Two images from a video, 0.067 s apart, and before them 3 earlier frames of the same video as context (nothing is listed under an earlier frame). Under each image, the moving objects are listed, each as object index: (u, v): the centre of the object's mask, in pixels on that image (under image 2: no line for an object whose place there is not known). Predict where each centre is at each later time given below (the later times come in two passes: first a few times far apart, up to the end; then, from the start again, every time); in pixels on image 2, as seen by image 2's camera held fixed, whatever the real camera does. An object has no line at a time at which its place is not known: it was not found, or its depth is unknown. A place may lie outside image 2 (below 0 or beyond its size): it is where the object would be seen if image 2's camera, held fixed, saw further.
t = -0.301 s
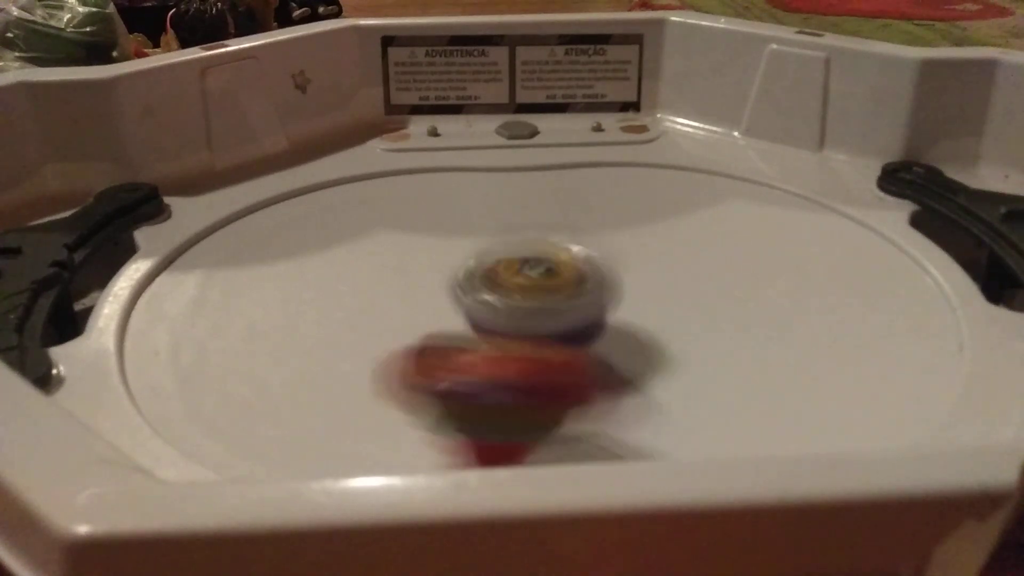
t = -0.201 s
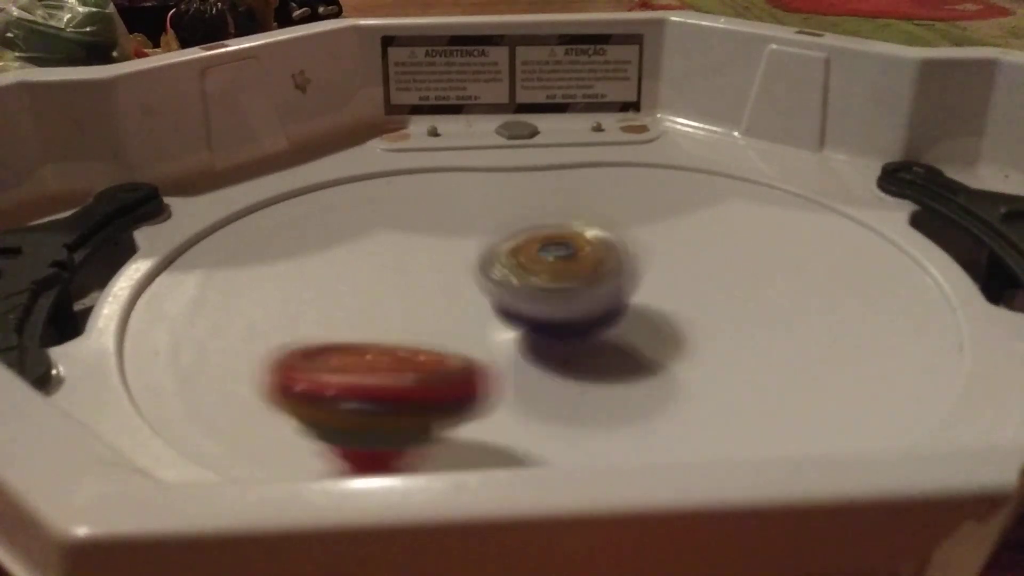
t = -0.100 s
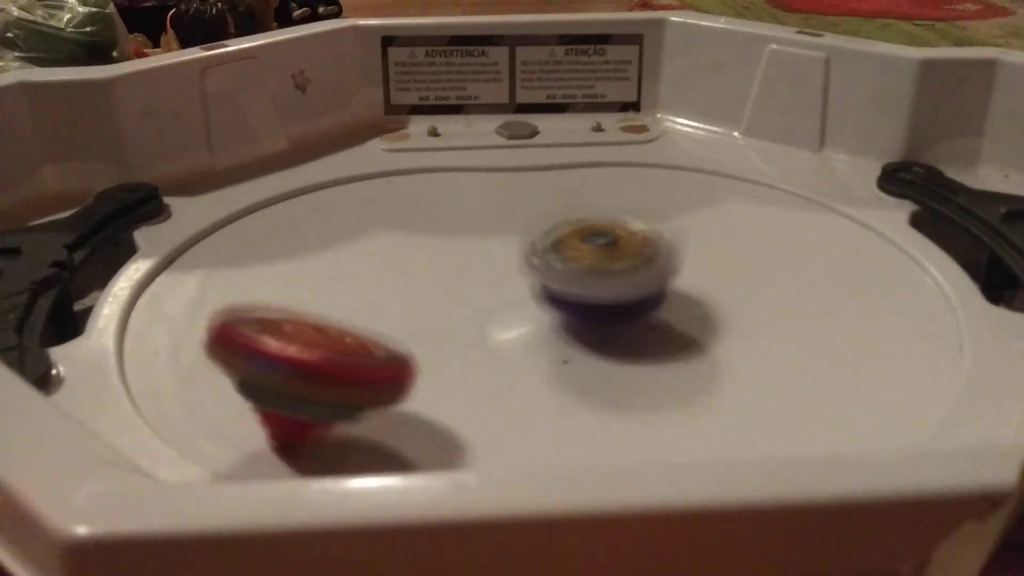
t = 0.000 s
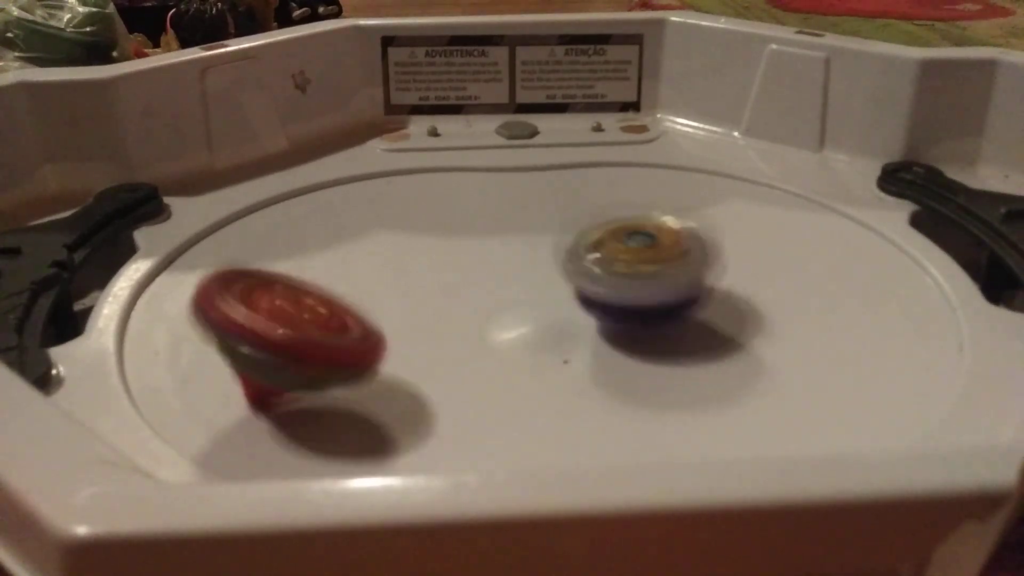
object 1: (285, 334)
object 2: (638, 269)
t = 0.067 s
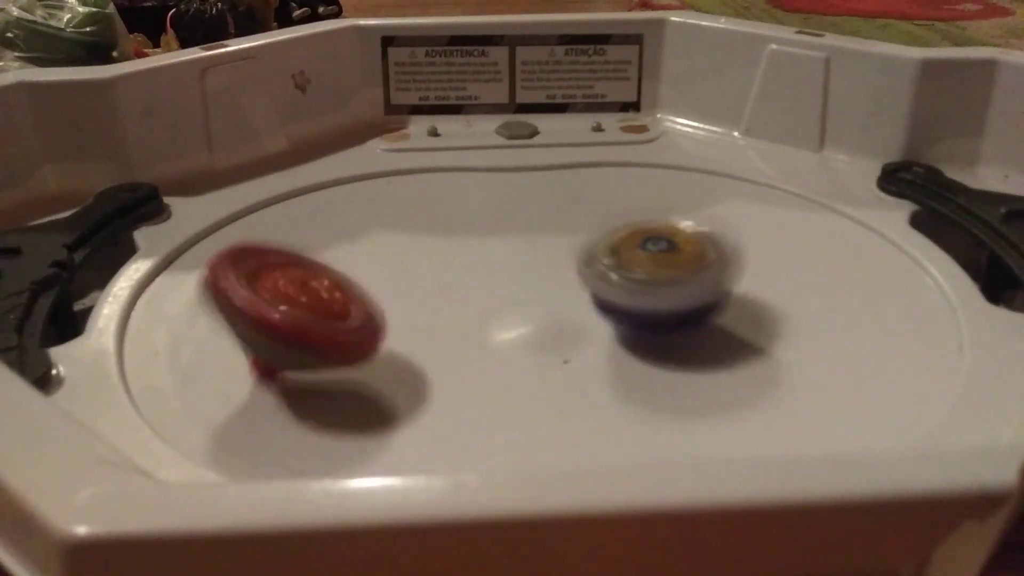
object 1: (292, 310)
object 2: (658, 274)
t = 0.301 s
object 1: (408, 255)
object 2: (643, 294)
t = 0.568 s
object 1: (522, 227)
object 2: (599, 319)
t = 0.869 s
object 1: (614, 262)
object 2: (510, 345)
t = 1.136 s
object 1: (665, 321)
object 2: (379, 337)
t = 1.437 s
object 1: (682, 316)
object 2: (453, 268)
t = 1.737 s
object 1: (578, 284)
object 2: (507, 198)
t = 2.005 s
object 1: (550, 299)
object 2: (518, 189)
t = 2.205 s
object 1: (559, 315)
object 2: (524, 218)
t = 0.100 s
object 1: (300, 298)
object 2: (662, 277)
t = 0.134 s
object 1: (314, 289)
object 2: (666, 279)
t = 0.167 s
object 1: (327, 279)
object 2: (663, 284)
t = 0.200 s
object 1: (346, 272)
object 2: (660, 287)
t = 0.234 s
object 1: (364, 264)
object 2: (657, 290)
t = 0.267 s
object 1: (386, 261)
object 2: (653, 291)
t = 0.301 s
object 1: (408, 255)
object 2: (643, 294)
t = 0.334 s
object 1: (430, 253)
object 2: (633, 295)
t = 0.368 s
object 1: (454, 250)
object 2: (622, 297)
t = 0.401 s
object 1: (473, 245)
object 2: (608, 298)
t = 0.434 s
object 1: (483, 247)
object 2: (607, 302)
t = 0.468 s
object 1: (493, 228)
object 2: (608, 306)
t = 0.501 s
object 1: (501, 228)
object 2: (609, 312)
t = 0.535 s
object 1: (513, 222)
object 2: (606, 316)
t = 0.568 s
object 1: (522, 227)
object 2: (599, 319)
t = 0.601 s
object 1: (538, 225)
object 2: (591, 320)
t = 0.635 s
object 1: (549, 226)
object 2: (587, 321)
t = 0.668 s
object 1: (565, 228)
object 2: (580, 325)
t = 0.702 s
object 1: (575, 229)
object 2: (572, 331)
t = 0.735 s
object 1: (585, 234)
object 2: (564, 333)
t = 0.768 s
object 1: (594, 238)
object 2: (557, 336)
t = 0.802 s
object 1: (602, 246)
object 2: (547, 339)
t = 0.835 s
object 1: (610, 253)
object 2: (534, 341)
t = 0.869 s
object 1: (614, 262)
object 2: (510, 345)
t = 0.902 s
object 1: (621, 266)
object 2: (488, 351)
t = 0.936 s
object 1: (625, 272)
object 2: (470, 353)
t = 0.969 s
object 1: (633, 282)
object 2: (450, 355)
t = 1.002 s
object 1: (635, 290)
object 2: (430, 357)
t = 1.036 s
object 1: (644, 299)
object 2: (411, 355)
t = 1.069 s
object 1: (648, 306)
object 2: (396, 349)
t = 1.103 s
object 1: (658, 315)
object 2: (384, 342)
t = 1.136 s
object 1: (665, 321)
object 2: (379, 337)
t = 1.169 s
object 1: (674, 325)
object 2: (378, 328)
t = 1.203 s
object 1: (681, 329)
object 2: (381, 321)
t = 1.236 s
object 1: (690, 332)
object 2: (385, 312)
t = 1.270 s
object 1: (693, 333)
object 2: (392, 302)
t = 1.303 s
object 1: (697, 332)
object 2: (403, 295)
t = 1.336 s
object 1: (698, 330)
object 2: (415, 288)
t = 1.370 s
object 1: (695, 327)
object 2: (428, 281)
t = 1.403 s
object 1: (690, 322)
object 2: (441, 271)
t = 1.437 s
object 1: (682, 316)
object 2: (453, 268)
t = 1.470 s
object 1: (667, 310)
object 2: (466, 259)
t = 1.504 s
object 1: (652, 303)
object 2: (476, 251)
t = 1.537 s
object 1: (634, 297)
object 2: (490, 246)
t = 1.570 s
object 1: (618, 292)
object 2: (499, 238)
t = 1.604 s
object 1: (605, 289)
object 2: (502, 232)
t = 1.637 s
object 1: (600, 288)
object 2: (503, 220)
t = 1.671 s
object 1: (592, 287)
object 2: (503, 214)
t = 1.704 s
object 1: (587, 285)
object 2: (505, 208)
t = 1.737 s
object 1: (578, 284)
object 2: (507, 198)
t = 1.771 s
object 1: (569, 285)
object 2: (507, 192)
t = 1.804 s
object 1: (553, 288)
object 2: (506, 187)
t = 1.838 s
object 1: (539, 293)
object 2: (504, 187)
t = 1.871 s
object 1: (537, 298)
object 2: (506, 182)
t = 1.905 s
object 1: (539, 300)
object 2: (508, 181)
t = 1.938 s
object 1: (542, 299)
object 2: (510, 183)
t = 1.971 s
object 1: (545, 299)
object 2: (514, 184)
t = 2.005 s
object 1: (550, 299)
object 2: (518, 189)
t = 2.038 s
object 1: (555, 298)
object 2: (520, 195)
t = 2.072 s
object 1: (559, 296)
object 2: (521, 199)
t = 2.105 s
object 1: (562, 292)
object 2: (521, 204)
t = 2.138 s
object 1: (561, 293)
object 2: (520, 209)
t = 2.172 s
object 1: (554, 307)
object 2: (518, 215)
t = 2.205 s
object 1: (559, 315)
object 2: (524, 218)
